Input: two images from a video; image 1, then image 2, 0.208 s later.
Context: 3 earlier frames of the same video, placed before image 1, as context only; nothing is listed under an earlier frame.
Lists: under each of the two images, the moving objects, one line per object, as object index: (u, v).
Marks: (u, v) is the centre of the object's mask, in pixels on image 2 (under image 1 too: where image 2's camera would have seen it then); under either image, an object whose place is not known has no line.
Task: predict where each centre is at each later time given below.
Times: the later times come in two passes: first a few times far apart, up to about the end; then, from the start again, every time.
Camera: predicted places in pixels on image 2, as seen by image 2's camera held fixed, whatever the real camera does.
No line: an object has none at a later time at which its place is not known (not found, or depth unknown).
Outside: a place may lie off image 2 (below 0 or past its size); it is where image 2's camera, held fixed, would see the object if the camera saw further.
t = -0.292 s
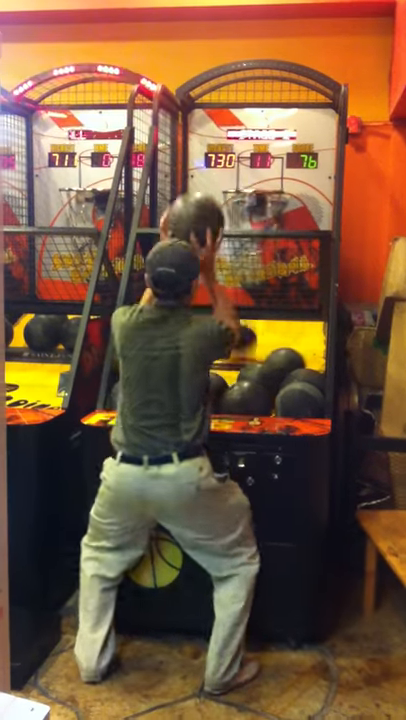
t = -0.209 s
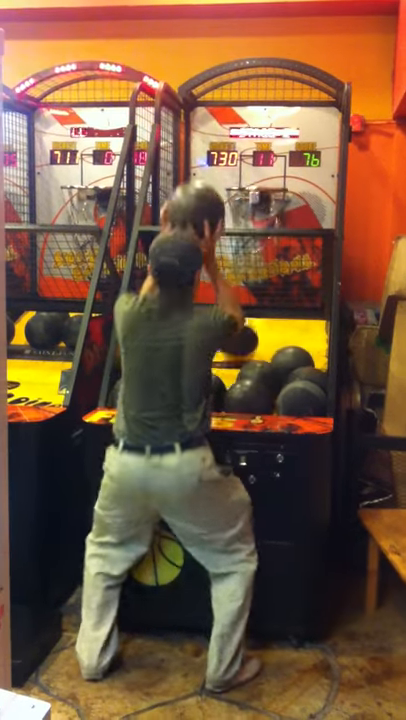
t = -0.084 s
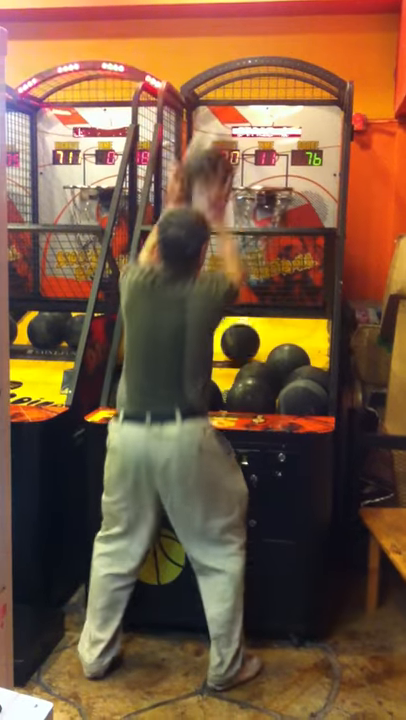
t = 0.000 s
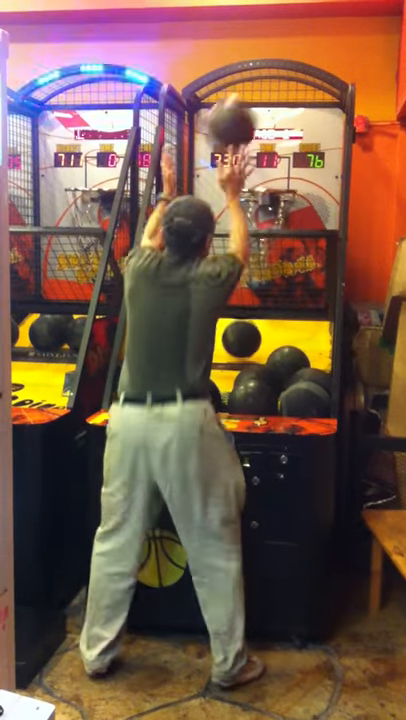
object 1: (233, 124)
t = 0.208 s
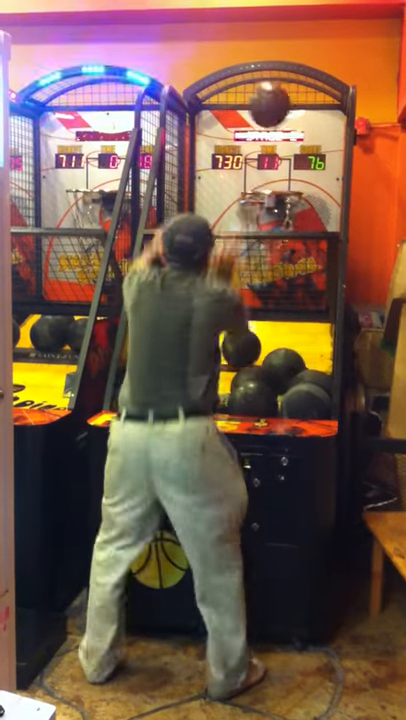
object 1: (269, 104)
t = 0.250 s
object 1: (275, 111)
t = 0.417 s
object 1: (294, 161)
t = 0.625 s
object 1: (311, 163)
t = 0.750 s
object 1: (322, 178)
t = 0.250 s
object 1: (275, 111)
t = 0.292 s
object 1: (280, 120)
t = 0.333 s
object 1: (285, 133)
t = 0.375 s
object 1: (289, 146)
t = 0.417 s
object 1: (294, 161)
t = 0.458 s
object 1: (298, 174)
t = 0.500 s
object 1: (301, 172)
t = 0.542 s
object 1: (304, 166)
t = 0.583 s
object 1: (308, 163)
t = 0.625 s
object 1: (311, 163)
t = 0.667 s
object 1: (313, 164)
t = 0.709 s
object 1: (318, 173)
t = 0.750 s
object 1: (322, 178)
